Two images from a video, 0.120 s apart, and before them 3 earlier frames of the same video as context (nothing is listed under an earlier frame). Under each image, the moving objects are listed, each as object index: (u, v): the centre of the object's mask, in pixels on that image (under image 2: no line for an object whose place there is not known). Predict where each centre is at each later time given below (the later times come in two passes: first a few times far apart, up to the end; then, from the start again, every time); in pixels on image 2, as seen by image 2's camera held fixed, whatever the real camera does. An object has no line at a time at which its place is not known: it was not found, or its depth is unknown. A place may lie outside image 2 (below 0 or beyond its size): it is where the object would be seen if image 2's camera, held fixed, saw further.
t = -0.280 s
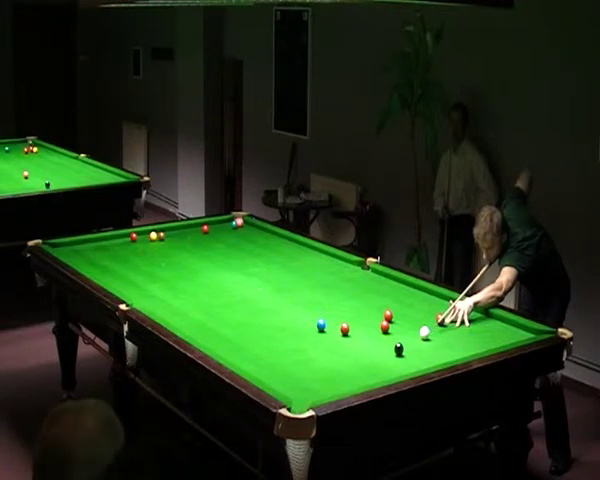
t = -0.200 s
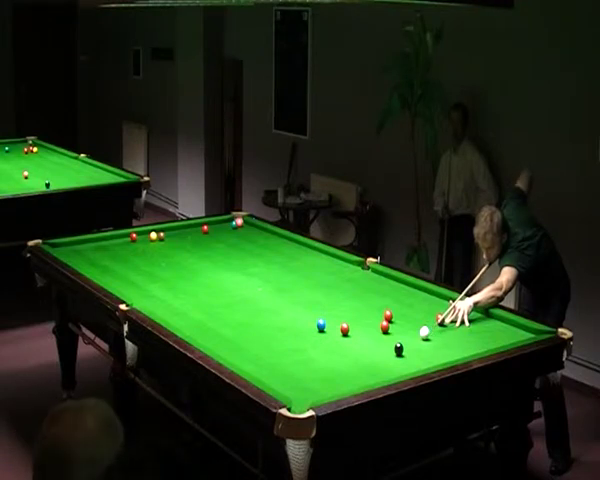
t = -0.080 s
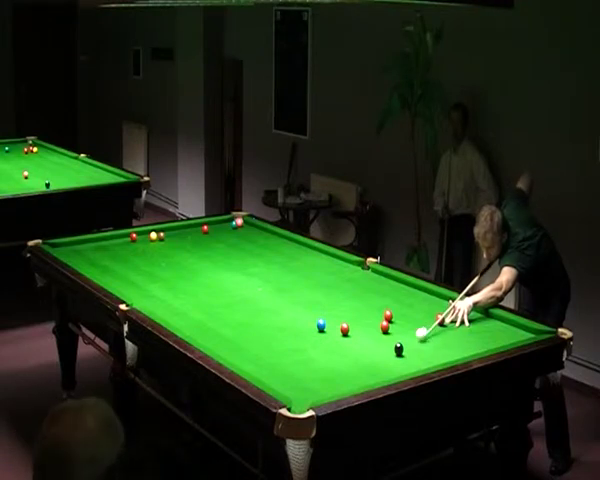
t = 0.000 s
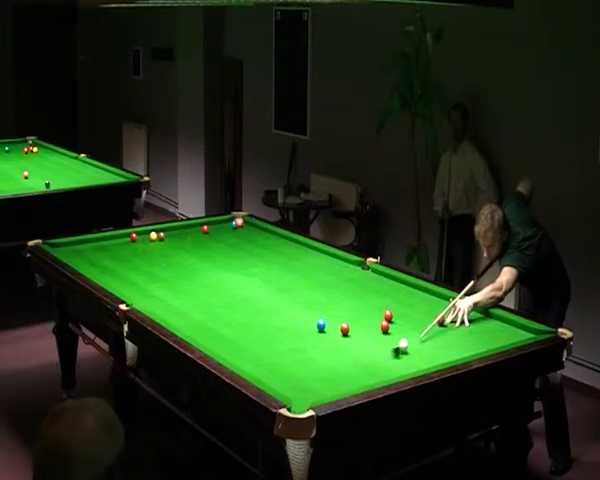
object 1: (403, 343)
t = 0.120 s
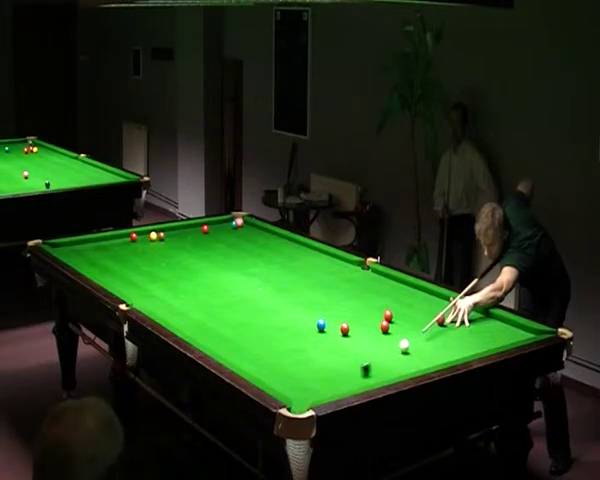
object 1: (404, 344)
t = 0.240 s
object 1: (408, 342)
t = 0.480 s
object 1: (418, 337)
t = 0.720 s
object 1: (427, 331)
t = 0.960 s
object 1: (435, 326)
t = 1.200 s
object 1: (443, 322)
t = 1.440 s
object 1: (451, 318)
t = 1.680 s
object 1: (458, 315)
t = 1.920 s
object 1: (465, 312)
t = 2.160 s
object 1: (471, 310)
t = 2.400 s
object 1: (475, 308)
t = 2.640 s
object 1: (470, 309)
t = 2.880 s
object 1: (465, 309)
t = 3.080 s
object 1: (462, 310)
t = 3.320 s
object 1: (458, 310)
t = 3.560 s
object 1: (456, 310)
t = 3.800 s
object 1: (454, 311)
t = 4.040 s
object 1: (453, 311)
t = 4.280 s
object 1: (453, 311)
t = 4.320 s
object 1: (453, 311)
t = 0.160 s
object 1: (405, 344)
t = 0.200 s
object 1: (406, 343)
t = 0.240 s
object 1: (408, 342)
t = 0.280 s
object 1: (409, 341)
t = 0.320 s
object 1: (411, 340)
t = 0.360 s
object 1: (413, 339)
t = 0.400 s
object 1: (415, 339)
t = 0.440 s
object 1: (416, 338)
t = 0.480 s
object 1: (418, 337)
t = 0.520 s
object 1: (419, 335)
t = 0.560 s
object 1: (421, 335)
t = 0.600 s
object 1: (422, 334)
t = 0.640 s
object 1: (424, 333)
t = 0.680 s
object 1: (425, 332)
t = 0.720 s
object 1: (427, 331)
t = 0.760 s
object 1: (428, 330)
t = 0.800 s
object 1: (430, 329)
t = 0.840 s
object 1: (431, 329)
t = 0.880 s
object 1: (433, 328)
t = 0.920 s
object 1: (434, 327)
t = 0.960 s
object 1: (435, 326)
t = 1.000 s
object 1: (436, 326)
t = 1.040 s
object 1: (438, 325)
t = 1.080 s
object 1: (439, 324)
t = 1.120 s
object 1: (441, 324)
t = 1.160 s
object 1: (442, 323)
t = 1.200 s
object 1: (443, 322)
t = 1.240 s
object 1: (445, 321)
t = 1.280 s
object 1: (446, 321)
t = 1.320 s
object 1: (447, 320)
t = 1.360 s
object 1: (448, 320)
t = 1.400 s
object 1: (449, 319)
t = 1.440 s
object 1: (451, 318)
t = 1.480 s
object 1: (452, 318)
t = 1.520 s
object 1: (453, 317)
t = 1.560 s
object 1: (454, 317)
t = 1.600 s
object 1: (455, 316)
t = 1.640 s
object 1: (457, 316)
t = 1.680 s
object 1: (458, 315)
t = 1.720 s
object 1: (459, 315)
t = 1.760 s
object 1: (460, 314)
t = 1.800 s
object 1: (461, 314)
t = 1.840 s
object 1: (463, 313)
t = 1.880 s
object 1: (463, 313)
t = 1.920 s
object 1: (465, 312)
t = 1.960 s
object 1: (466, 312)
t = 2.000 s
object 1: (467, 312)
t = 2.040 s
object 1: (468, 311)
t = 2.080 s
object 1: (469, 311)
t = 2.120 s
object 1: (470, 310)
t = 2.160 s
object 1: (471, 310)
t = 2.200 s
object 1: (472, 310)
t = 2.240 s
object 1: (473, 309)
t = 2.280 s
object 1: (474, 309)
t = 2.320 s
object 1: (475, 309)
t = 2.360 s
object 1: (476, 308)
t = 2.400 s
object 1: (475, 308)
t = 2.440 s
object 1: (474, 308)
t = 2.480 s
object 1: (474, 308)
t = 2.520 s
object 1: (473, 309)
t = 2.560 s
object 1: (472, 309)
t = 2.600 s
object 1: (471, 309)
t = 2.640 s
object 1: (470, 309)
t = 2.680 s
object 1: (469, 309)
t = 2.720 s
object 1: (468, 309)
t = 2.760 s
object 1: (468, 309)
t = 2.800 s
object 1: (466, 309)
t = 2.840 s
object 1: (466, 309)
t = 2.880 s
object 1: (465, 309)
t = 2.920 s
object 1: (464, 310)
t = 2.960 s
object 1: (464, 310)
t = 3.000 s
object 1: (463, 309)
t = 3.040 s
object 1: (462, 310)
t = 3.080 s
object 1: (462, 310)
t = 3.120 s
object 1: (461, 310)
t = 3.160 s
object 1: (460, 310)
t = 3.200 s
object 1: (460, 310)
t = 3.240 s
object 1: (459, 310)
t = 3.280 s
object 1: (459, 310)
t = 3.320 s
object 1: (458, 310)
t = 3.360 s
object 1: (458, 310)
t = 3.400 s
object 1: (457, 310)
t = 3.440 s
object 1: (457, 310)
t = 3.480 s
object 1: (457, 310)
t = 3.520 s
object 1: (456, 311)
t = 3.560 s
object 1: (456, 310)
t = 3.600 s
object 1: (456, 311)
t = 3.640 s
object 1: (455, 311)
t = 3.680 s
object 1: (455, 311)
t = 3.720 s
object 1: (455, 311)
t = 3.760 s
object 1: (454, 311)
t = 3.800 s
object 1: (454, 311)
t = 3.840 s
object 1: (454, 311)
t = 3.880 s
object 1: (454, 311)
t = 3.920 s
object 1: (454, 311)
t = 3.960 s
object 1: (453, 311)
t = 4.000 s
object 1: (453, 311)
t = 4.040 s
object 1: (453, 311)
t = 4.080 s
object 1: (453, 311)
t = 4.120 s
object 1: (453, 311)
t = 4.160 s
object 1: (453, 311)
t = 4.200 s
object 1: (453, 311)
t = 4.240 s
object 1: (453, 311)
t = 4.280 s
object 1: (453, 311)
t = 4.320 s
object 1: (453, 311)
